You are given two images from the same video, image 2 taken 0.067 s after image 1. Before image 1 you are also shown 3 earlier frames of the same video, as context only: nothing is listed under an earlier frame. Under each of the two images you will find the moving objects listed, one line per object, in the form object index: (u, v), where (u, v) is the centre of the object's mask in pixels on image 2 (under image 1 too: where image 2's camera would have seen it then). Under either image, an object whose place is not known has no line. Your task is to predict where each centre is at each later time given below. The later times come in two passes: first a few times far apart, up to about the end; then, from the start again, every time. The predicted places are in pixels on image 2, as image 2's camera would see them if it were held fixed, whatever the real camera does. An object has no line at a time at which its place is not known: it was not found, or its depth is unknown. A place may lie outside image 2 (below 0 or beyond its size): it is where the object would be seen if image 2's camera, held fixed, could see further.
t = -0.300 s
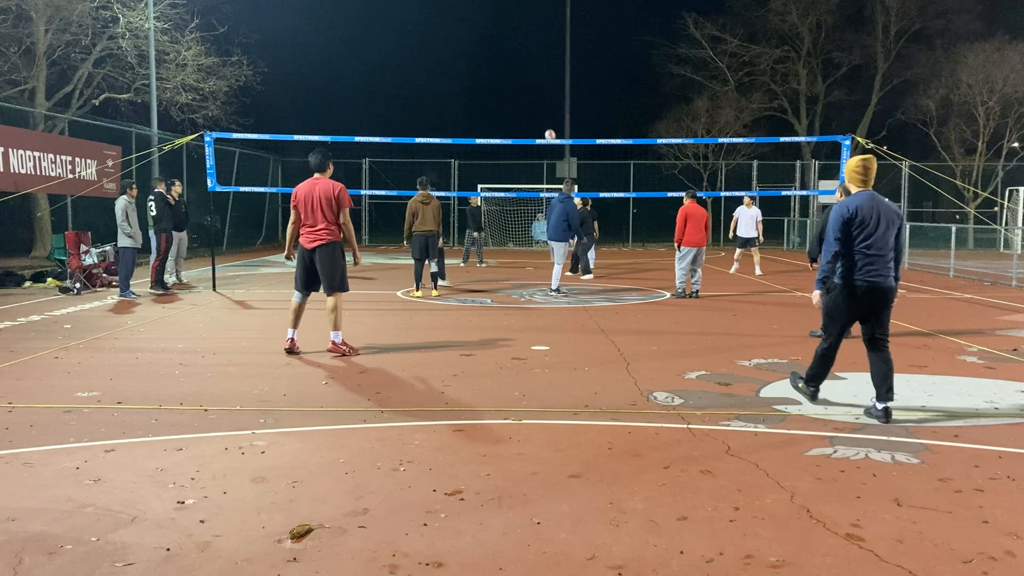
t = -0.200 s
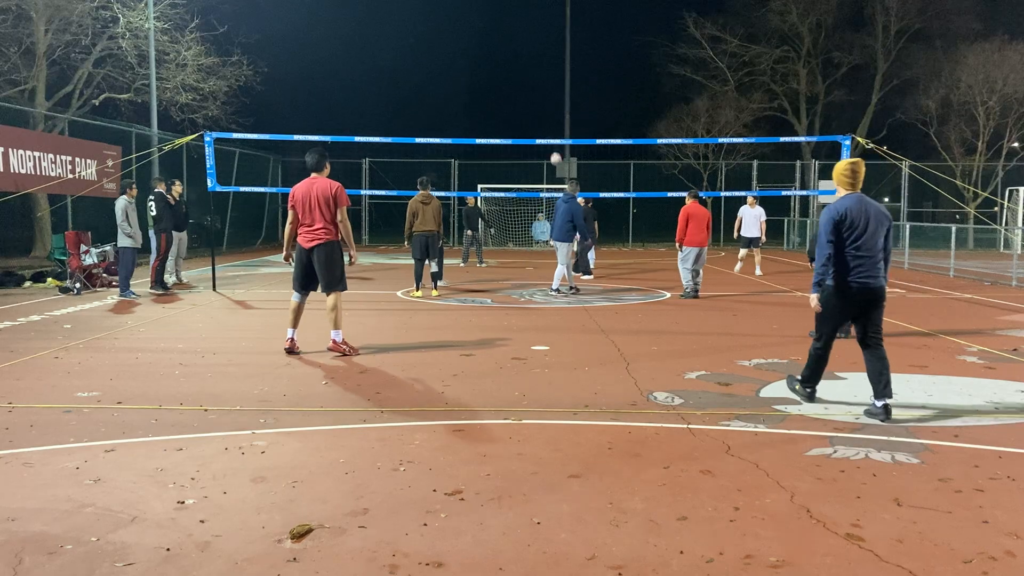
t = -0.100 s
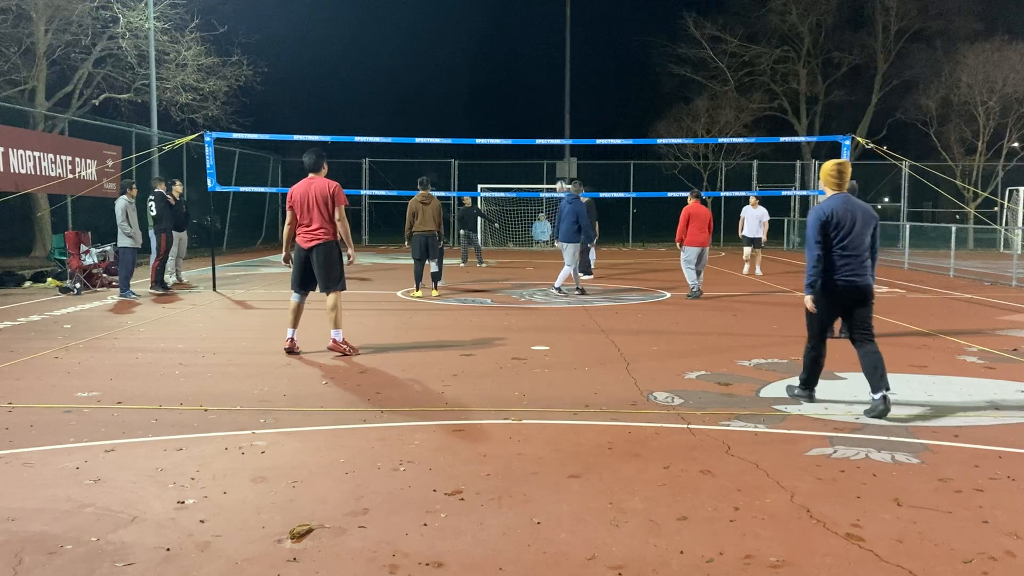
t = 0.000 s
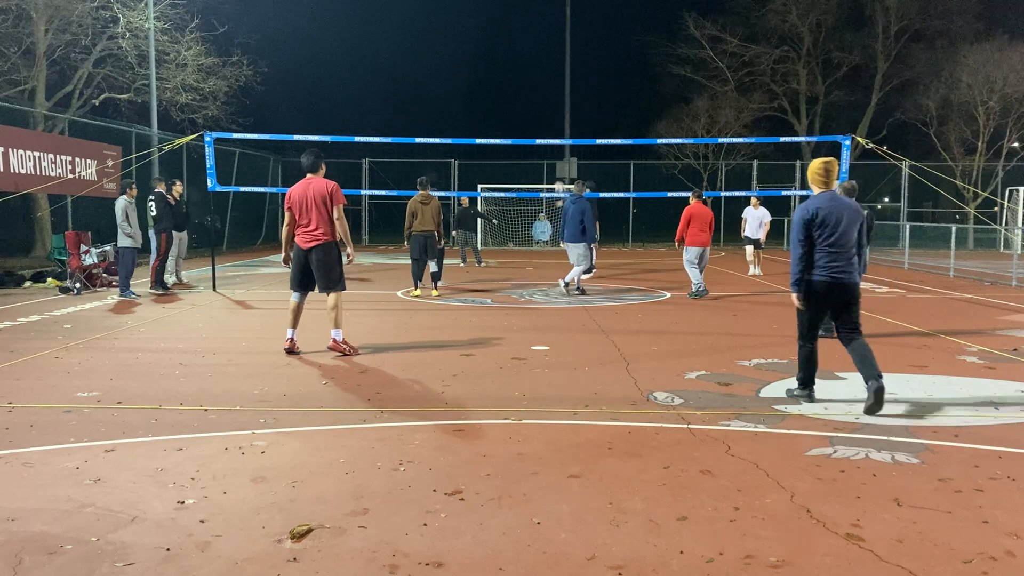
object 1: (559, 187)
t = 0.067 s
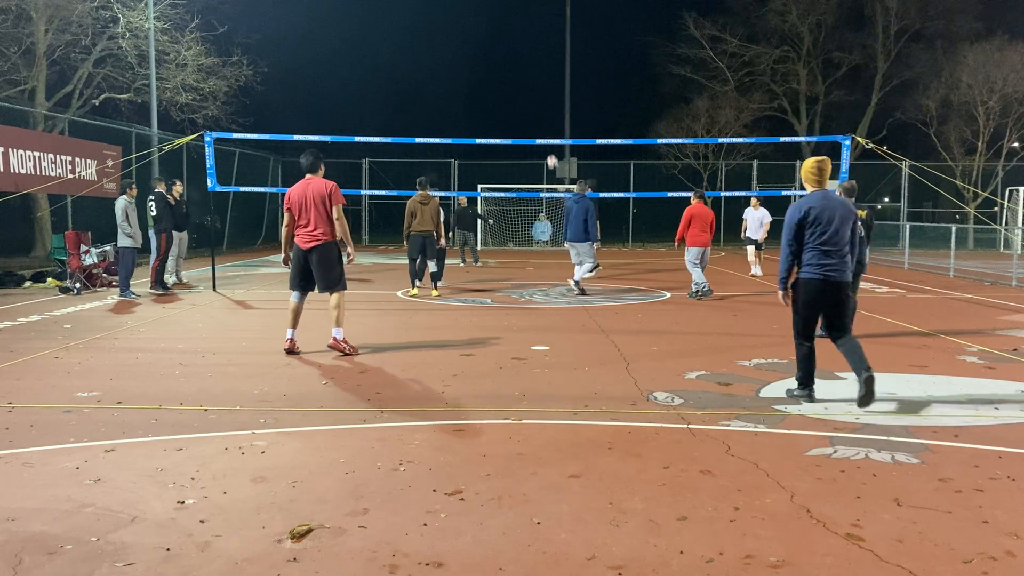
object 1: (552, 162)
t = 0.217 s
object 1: (536, 111)
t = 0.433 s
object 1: (511, 58)
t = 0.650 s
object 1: (486, 29)
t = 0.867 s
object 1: (460, 26)
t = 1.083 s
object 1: (434, 50)
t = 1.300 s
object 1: (409, 99)
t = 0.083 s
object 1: (551, 156)
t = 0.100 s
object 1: (549, 151)
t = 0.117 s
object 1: (547, 148)
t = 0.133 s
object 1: (544, 135)
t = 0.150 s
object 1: (543, 132)
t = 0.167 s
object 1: (541, 127)
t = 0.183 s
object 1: (539, 122)
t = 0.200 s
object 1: (538, 117)
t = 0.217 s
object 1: (536, 111)
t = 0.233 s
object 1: (534, 107)
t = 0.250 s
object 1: (532, 102)
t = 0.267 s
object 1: (530, 97)
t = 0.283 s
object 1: (528, 93)
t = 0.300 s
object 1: (526, 88)
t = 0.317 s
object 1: (525, 84)
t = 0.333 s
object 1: (523, 80)
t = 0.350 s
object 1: (521, 76)
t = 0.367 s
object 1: (519, 72)
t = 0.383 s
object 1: (517, 68)
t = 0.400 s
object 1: (515, 64)
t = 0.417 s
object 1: (513, 61)
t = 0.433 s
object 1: (511, 58)
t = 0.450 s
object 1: (509, 55)
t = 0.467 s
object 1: (507, 52)
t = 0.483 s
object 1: (505, 49)
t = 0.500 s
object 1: (503, 46)
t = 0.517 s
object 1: (501, 44)
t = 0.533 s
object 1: (499, 42)
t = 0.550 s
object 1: (497, 39)
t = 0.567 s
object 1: (495, 37)
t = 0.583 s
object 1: (493, 36)
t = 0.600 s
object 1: (492, 34)
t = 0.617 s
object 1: (490, 32)
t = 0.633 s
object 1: (488, 31)
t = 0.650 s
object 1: (486, 29)
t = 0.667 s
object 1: (484, 28)
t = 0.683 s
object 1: (482, 27)
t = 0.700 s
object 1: (480, 26)
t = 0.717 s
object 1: (478, 26)
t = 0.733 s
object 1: (476, 25)
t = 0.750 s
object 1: (474, 25)
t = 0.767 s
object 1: (472, 24)
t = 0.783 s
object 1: (470, 24)
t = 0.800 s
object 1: (468, 24)
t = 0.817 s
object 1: (466, 25)
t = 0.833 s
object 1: (464, 25)
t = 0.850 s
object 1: (462, 26)
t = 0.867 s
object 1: (460, 26)
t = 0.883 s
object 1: (458, 27)
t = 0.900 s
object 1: (456, 28)
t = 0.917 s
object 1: (454, 29)
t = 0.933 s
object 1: (452, 31)
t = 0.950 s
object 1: (450, 32)
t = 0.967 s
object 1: (448, 34)
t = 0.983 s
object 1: (446, 36)
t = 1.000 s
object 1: (444, 38)
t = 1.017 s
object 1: (442, 40)
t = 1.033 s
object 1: (440, 42)
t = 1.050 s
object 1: (438, 44)
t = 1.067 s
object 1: (436, 47)
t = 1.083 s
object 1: (434, 50)
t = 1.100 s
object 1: (432, 53)
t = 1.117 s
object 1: (430, 56)
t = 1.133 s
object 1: (428, 59)
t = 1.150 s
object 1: (426, 62)
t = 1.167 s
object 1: (424, 66)
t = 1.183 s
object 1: (422, 70)
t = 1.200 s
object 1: (421, 73)
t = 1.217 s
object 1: (419, 78)
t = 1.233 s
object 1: (417, 82)
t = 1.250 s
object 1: (415, 86)
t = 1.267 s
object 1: (413, 90)
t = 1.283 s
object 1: (411, 95)
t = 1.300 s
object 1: (409, 99)
